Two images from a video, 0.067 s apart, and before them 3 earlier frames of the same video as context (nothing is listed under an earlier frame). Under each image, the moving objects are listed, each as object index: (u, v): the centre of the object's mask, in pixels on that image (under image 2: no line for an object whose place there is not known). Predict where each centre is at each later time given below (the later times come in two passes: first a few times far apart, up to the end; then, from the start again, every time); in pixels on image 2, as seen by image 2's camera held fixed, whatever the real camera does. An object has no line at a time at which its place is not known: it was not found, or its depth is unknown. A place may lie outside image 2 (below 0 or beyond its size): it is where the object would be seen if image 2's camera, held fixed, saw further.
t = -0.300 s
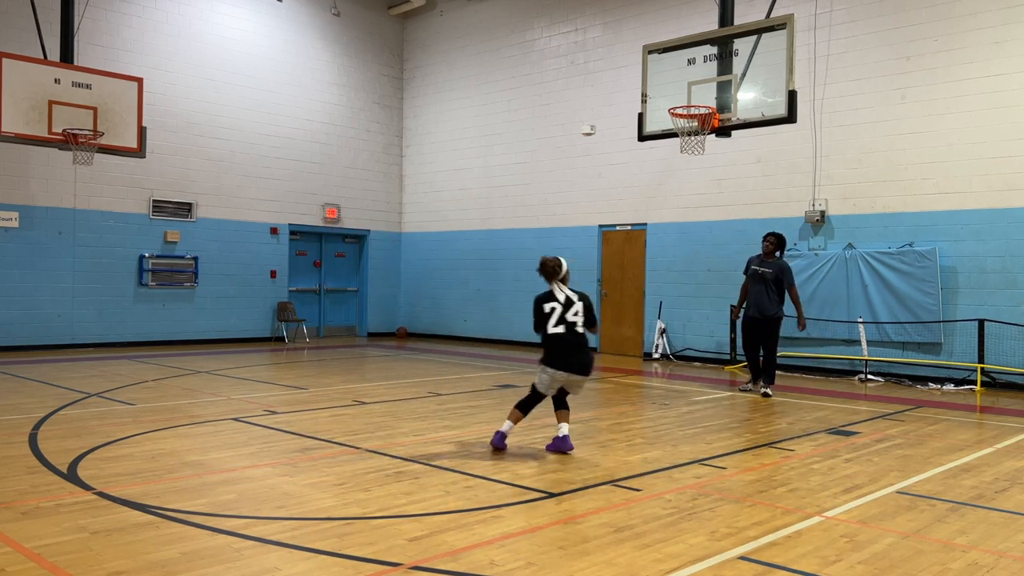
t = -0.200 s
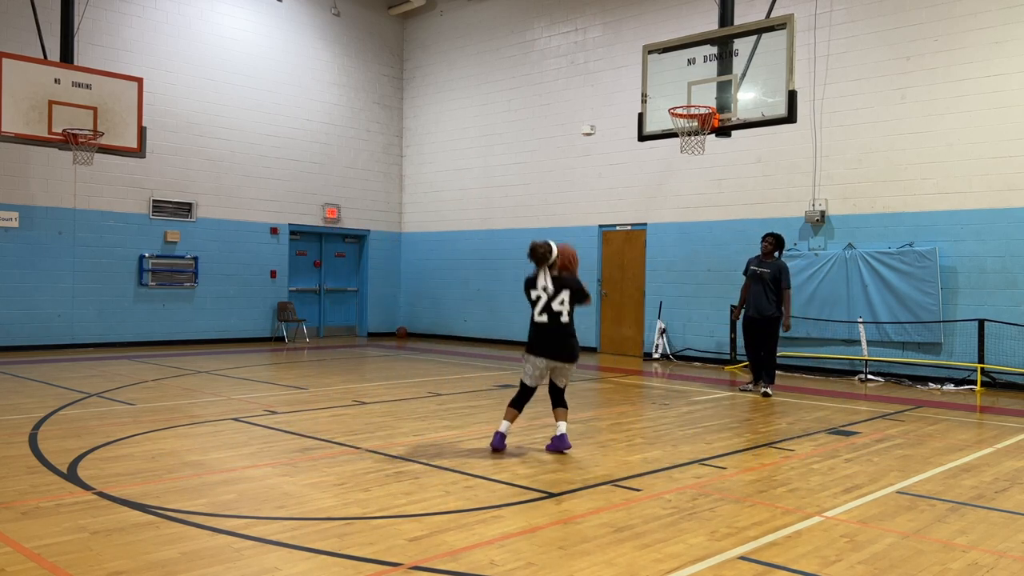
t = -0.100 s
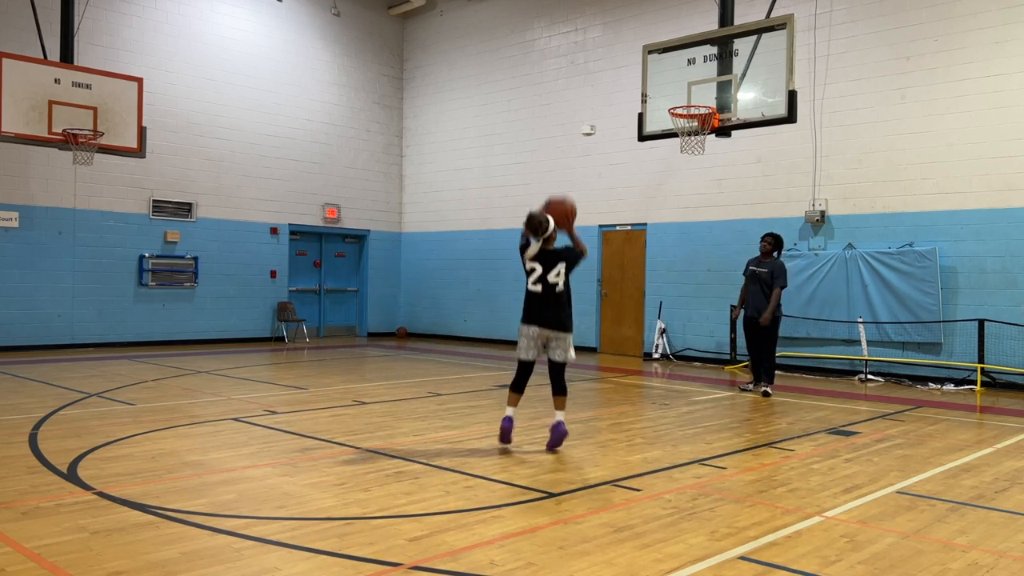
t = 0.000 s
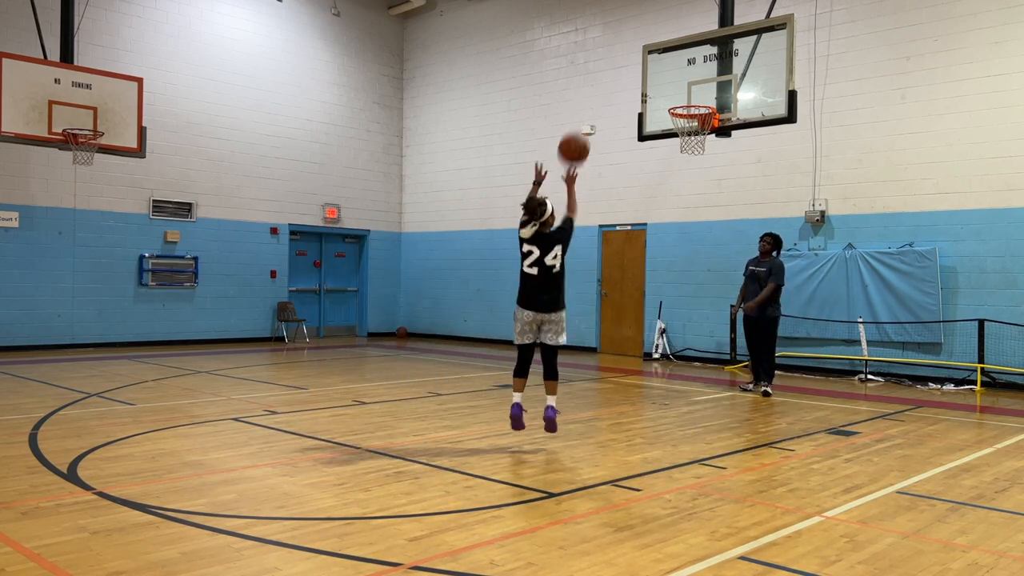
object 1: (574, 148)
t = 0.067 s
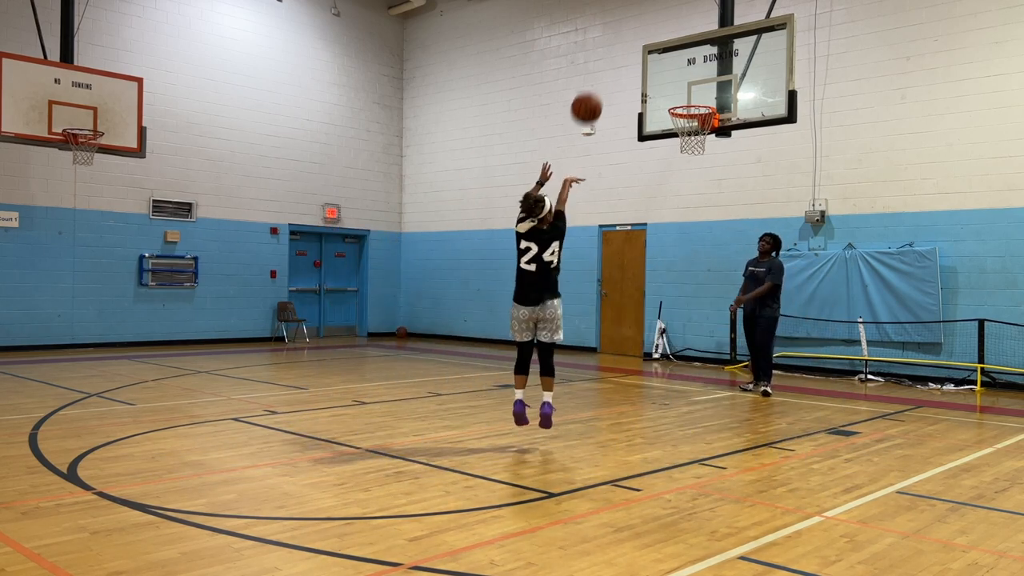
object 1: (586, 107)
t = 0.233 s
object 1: (614, 39)
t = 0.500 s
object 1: (649, 9)
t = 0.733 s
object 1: (673, 41)
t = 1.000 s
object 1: (694, 131)
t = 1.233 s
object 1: (697, 156)
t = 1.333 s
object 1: (698, 180)
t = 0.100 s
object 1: (592, 90)
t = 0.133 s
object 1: (598, 75)
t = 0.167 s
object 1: (603, 61)
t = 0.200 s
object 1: (609, 49)
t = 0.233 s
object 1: (614, 39)
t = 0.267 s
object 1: (619, 30)
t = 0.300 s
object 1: (624, 23)
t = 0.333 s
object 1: (629, 17)
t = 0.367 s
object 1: (632, 13)
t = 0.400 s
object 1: (637, 10)
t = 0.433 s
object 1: (641, 9)
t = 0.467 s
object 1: (645, 9)
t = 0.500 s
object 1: (649, 9)
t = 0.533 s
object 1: (653, 10)
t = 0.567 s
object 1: (657, 12)
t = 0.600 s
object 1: (661, 15)
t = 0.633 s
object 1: (664, 20)
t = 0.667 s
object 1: (667, 26)
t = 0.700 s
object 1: (670, 33)
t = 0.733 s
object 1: (673, 41)
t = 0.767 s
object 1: (677, 50)
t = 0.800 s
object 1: (679, 59)
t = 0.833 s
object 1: (682, 70)
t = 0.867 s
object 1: (685, 81)
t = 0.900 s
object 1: (687, 93)
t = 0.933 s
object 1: (690, 105)
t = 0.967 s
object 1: (694, 119)
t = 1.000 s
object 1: (694, 131)
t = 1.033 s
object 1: (695, 136)
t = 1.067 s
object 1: (696, 138)
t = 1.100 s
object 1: (696, 139)
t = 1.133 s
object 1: (696, 142)
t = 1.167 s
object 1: (697, 146)
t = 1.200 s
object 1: (697, 150)
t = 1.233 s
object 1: (697, 156)
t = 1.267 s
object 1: (697, 163)
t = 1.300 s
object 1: (697, 171)
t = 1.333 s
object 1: (698, 180)
